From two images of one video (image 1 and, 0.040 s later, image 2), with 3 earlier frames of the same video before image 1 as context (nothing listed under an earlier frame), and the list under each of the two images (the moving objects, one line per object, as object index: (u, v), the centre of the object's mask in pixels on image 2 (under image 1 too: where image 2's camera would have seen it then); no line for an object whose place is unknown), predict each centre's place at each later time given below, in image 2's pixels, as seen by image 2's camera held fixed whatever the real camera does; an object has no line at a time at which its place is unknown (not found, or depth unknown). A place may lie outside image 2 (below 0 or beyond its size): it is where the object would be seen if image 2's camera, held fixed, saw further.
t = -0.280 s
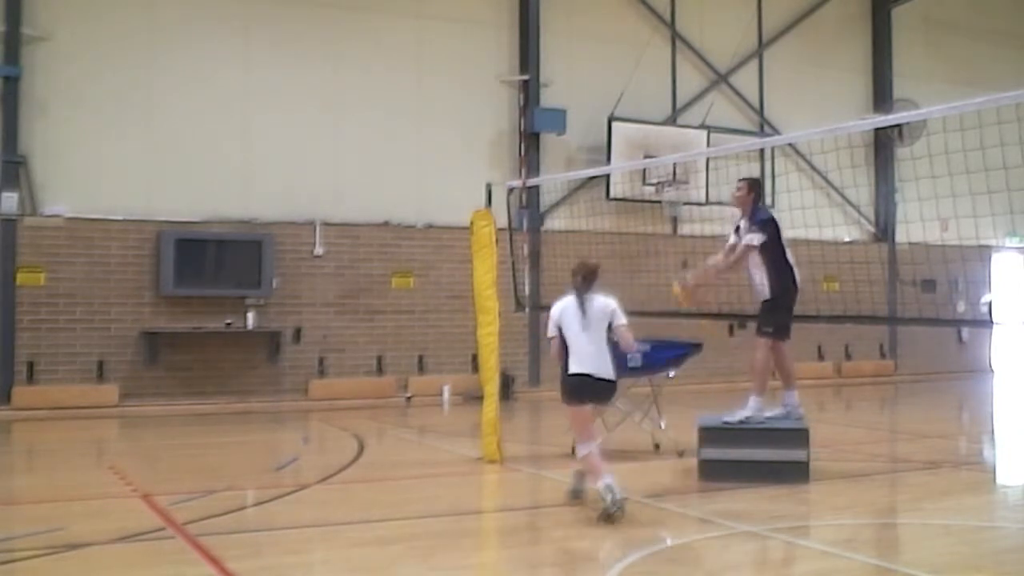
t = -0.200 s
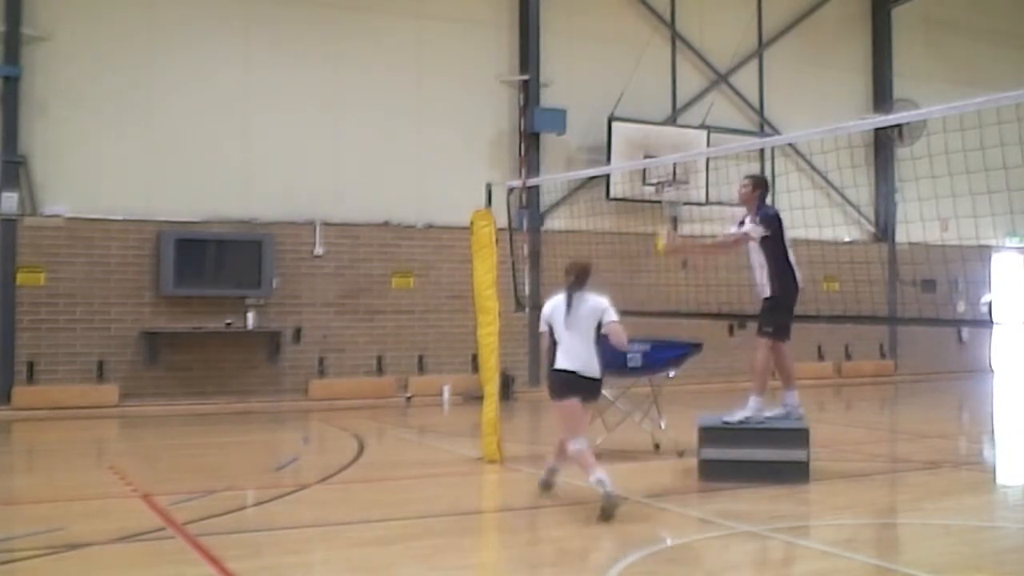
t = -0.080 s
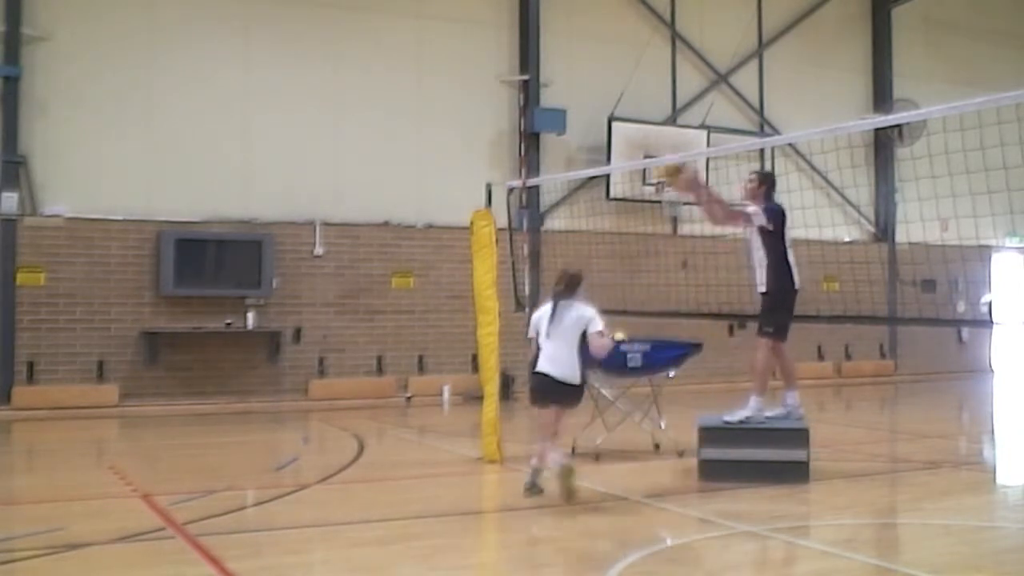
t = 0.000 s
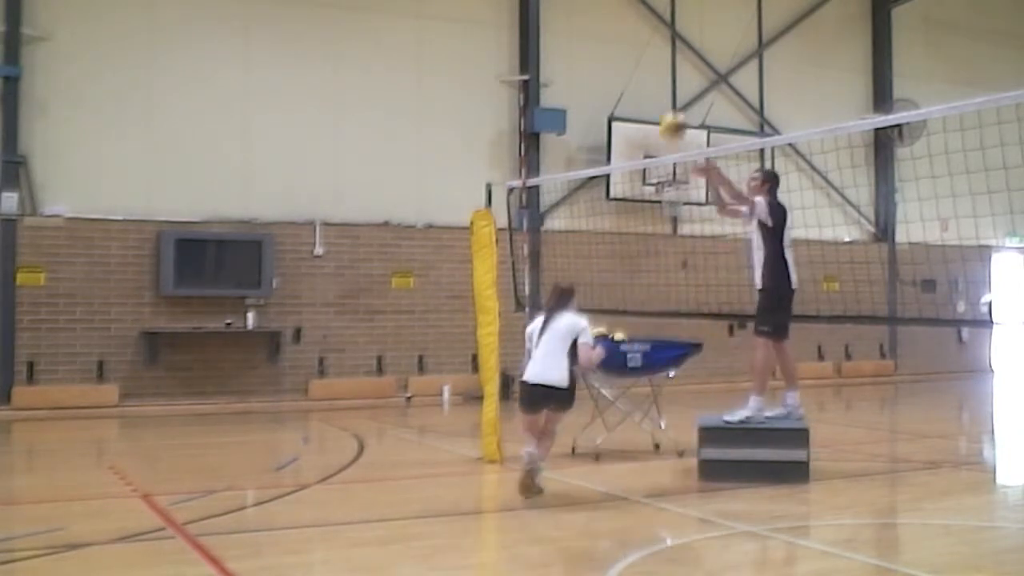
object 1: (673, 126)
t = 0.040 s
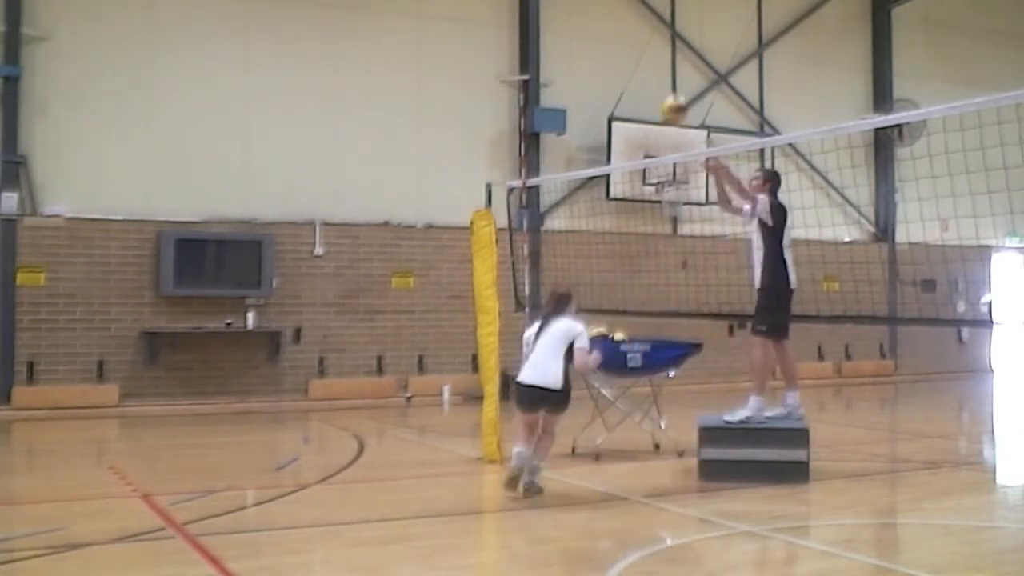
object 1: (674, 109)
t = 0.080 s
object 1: (676, 93)
